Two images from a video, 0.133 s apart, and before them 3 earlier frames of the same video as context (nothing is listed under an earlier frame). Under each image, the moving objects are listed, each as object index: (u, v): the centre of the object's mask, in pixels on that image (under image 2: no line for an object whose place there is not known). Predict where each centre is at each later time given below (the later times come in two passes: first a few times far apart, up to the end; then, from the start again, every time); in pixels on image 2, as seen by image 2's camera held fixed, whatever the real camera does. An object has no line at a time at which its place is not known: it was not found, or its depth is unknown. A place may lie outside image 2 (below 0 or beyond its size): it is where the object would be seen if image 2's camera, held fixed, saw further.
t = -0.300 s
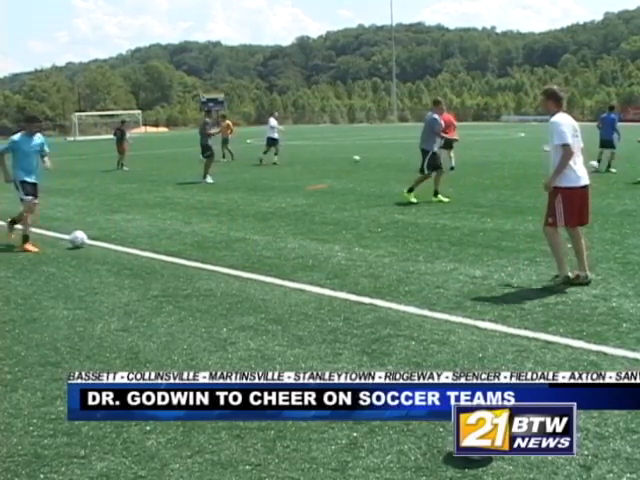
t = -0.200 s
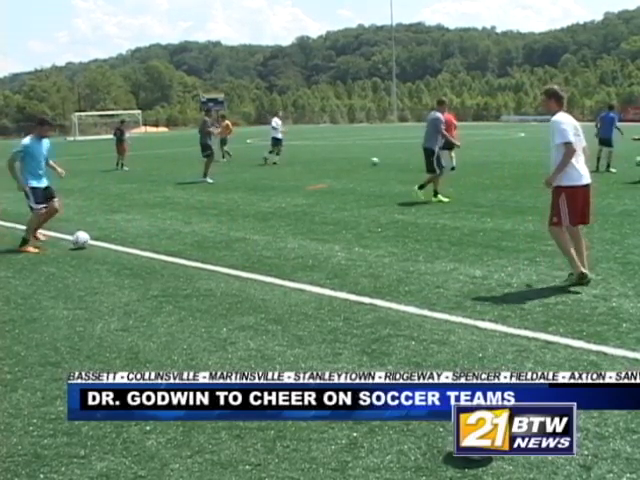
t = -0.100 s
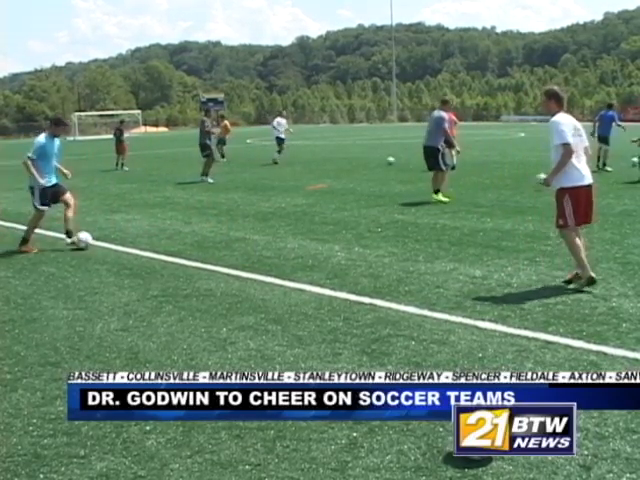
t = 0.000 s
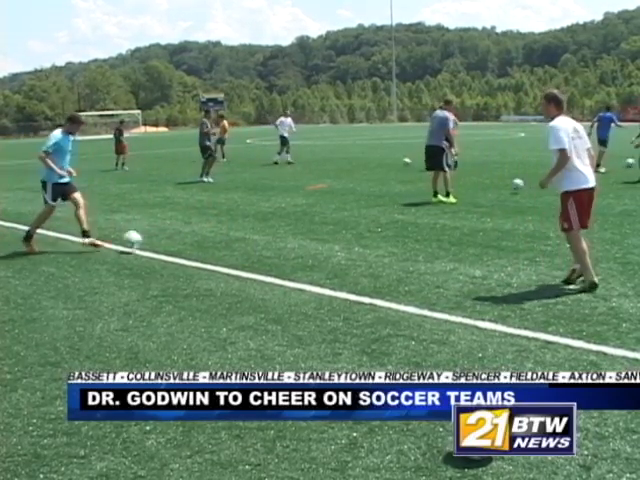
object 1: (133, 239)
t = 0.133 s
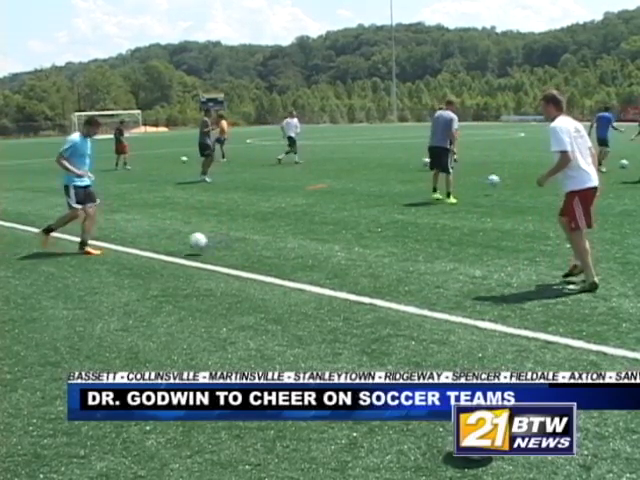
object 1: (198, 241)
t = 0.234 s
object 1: (244, 246)
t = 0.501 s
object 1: (361, 251)
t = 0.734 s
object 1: (449, 255)
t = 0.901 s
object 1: (509, 258)
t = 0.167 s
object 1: (214, 241)
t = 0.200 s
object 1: (229, 243)
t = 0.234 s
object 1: (244, 246)
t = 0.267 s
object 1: (262, 247)
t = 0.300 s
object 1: (276, 248)
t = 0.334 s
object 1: (290, 248)
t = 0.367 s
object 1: (305, 248)
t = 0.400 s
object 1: (321, 249)
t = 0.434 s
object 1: (334, 251)
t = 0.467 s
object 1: (348, 251)
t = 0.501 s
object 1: (361, 251)
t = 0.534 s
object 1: (375, 252)
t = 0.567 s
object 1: (387, 253)
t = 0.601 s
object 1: (400, 253)
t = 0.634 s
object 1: (412, 253)
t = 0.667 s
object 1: (424, 254)
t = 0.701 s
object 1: (436, 255)
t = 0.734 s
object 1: (449, 255)
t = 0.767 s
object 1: (461, 256)
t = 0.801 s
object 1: (473, 256)
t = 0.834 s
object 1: (484, 257)
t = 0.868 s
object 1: (496, 258)
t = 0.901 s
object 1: (509, 258)
